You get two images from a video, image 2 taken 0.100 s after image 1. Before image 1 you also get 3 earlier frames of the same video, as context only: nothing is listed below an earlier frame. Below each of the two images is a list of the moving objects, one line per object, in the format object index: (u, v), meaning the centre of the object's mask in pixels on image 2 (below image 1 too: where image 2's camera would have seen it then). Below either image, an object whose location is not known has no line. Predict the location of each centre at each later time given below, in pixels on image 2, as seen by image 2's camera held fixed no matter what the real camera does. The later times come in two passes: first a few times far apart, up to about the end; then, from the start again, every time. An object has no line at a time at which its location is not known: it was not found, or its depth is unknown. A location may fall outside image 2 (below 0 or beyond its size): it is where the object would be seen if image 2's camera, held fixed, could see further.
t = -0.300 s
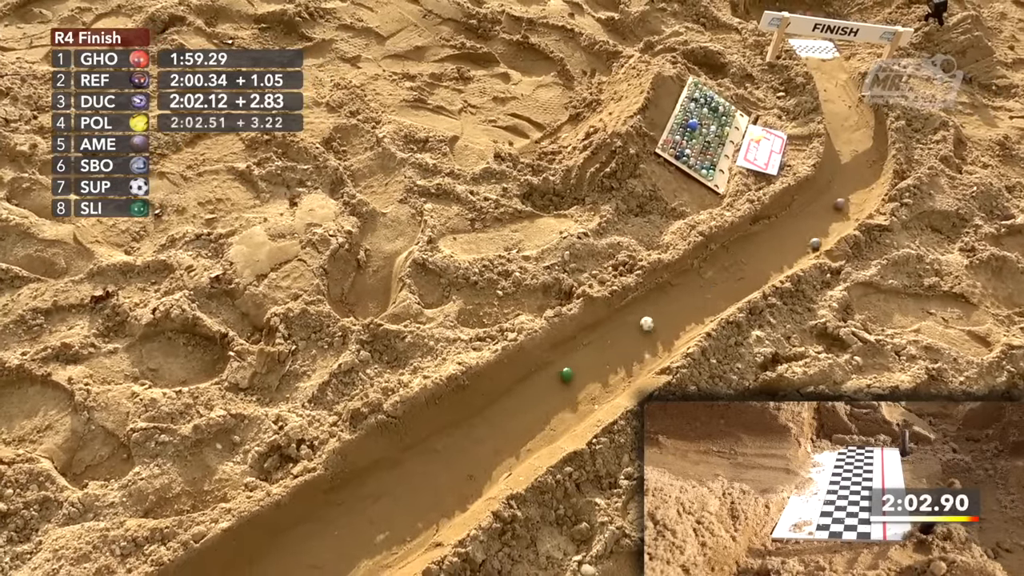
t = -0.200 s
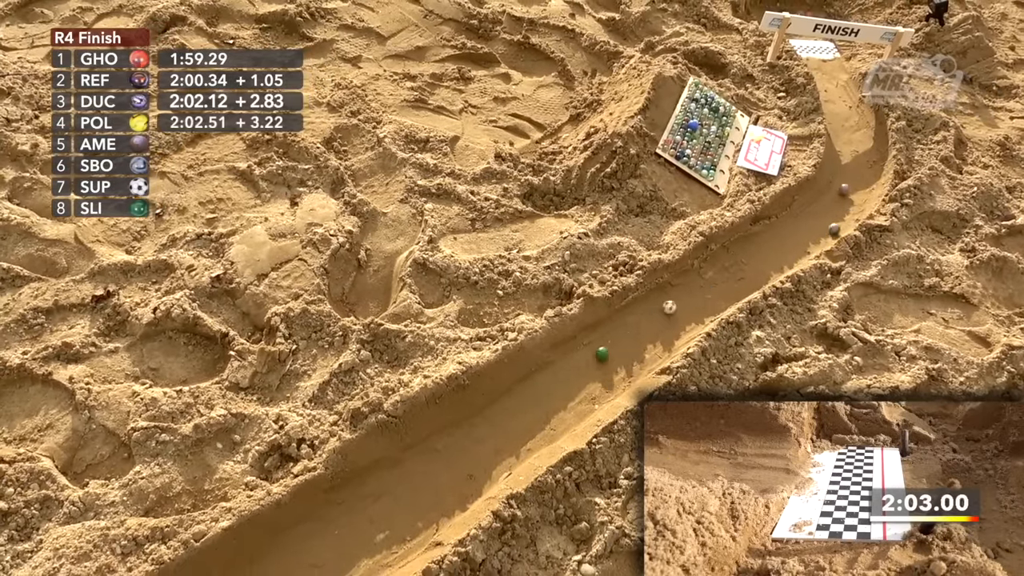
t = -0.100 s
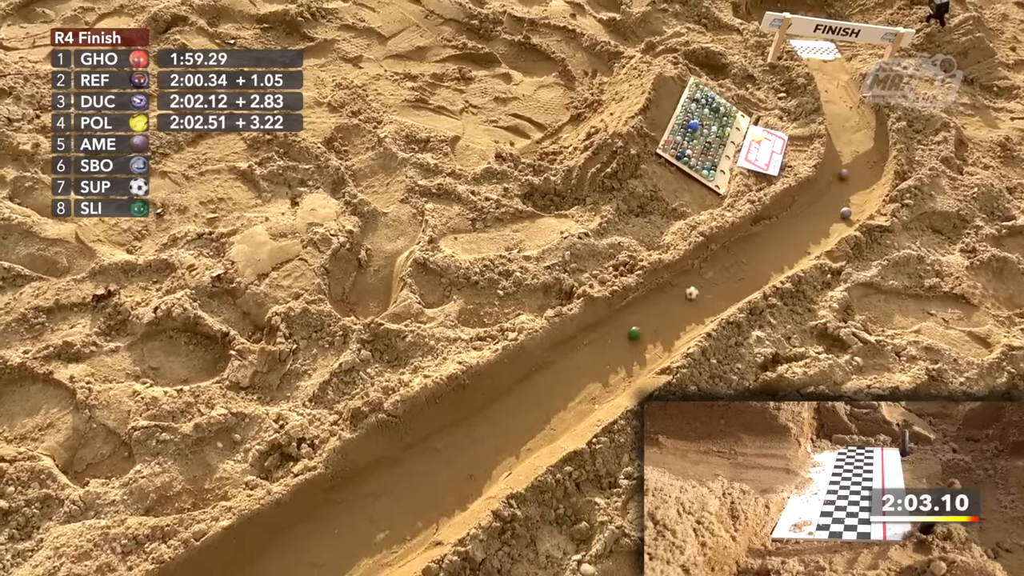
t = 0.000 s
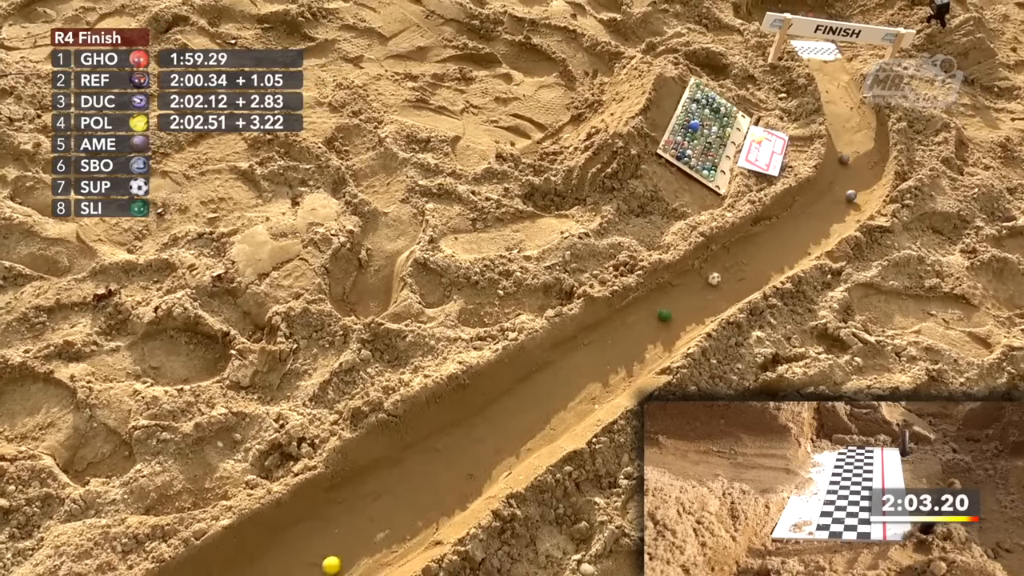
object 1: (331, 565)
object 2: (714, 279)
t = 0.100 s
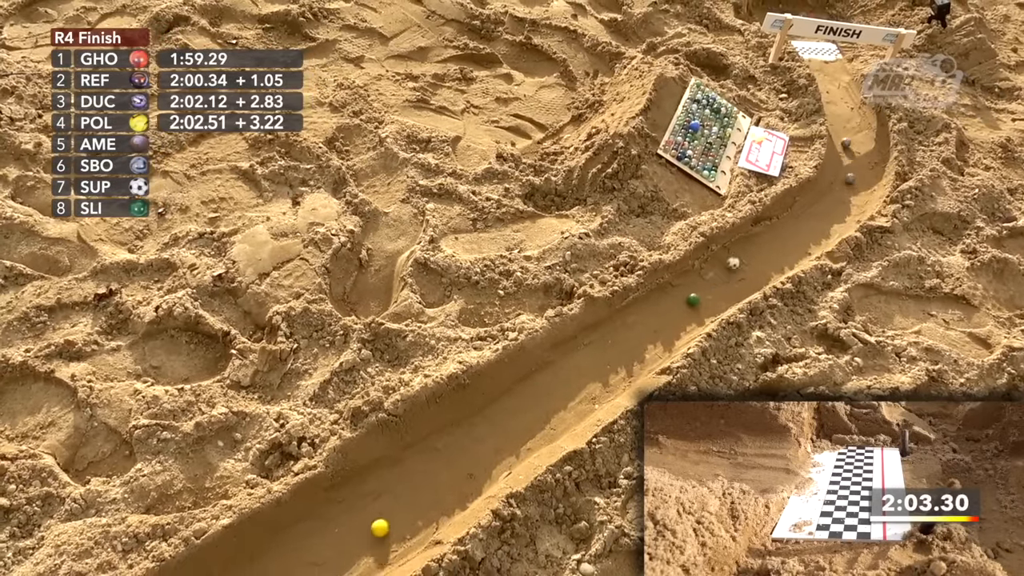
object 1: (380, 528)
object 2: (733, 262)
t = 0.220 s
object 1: (429, 485)
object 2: (755, 252)
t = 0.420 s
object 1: (496, 422)
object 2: (794, 234)
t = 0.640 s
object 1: (573, 366)
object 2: (829, 206)
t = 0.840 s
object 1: (639, 325)
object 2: (844, 176)
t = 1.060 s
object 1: (704, 292)
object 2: (844, 139)
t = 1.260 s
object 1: (755, 263)
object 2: (827, 105)
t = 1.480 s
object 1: (802, 234)
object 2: (817, 75)
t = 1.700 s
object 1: (843, 202)
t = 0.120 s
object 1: (389, 521)
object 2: (736, 260)
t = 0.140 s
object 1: (397, 514)
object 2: (739, 259)
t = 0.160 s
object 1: (406, 507)
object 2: (743, 256)
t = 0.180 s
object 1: (415, 500)
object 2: (747, 255)
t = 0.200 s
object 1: (423, 493)
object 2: (751, 254)
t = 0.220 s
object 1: (429, 485)
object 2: (755, 252)
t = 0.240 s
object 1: (436, 479)
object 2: (759, 250)
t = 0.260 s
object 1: (443, 472)
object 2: (763, 249)
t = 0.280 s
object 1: (450, 466)
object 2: (767, 247)
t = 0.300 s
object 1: (457, 458)
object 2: (771, 245)
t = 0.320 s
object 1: (463, 452)
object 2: (775, 244)
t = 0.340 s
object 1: (469, 445)
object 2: (779, 242)
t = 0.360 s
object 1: (476, 439)
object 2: (783, 240)
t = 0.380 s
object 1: (483, 432)
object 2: (786, 238)
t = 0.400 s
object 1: (490, 427)
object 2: (790, 236)
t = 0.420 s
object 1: (496, 422)
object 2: (794, 234)
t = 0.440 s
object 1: (503, 416)
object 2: (798, 232)
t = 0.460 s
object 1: (510, 410)
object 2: (801, 230)
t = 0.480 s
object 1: (517, 404)
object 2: (805, 227)
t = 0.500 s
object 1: (524, 399)
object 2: (809, 225)
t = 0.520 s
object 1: (530, 395)
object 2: (812, 222)
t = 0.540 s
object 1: (537, 389)
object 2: (815, 220)
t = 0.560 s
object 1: (544, 385)
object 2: (819, 217)
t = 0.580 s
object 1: (552, 380)
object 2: (821, 215)
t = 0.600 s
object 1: (558, 375)
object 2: (824, 212)
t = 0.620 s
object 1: (566, 371)
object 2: (827, 209)
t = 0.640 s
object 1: (573, 366)
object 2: (829, 206)
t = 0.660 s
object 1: (580, 361)
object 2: (831, 204)
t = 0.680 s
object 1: (587, 357)
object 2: (833, 201)
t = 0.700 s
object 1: (593, 353)
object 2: (834, 198)
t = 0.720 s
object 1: (600, 349)
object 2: (835, 195)
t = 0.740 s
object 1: (607, 345)
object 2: (836, 191)
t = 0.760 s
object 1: (614, 340)
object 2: (838, 188)
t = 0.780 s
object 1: (620, 337)
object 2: (840, 185)
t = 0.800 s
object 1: (626, 333)
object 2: (841, 181)
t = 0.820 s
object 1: (633, 329)
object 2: (842, 179)
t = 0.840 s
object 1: (639, 325)
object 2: (844, 176)
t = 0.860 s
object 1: (645, 321)
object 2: (846, 172)
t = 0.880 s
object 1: (651, 318)
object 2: (847, 169)
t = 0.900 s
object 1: (657, 314)
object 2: (848, 166)
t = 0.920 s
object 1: (663, 311)
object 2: (849, 162)
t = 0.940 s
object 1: (669, 308)
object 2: (848, 159)
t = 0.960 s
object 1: (676, 305)
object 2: (848, 156)
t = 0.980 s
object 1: (681, 303)
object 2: (848, 153)
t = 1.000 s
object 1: (686, 300)
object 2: (848, 150)
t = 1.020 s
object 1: (692, 298)
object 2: (846, 145)
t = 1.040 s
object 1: (698, 295)
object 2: (845, 142)
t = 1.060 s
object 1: (704, 292)
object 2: (844, 139)
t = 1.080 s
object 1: (710, 289)
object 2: (842, 135)
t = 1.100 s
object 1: (715, 287)
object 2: (840, 132)
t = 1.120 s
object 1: (720, 283)
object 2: (838, 128)
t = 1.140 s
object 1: (726, 281)
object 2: (836, 124)
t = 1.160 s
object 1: (731, 278)
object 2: (834, 121)
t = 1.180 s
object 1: (737, 276)
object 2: (833, 118)
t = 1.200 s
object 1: (741, 273)
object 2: (831, 115)
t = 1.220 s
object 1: (745, 269)
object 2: (829, 111)
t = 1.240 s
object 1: (750, 266)
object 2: (828, 108)
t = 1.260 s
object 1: (755, 263)
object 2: (827, 105)
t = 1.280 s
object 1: (760, 261)
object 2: (826, 102)
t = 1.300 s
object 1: (764, 258)
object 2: (825, 99)
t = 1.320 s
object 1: (768, 255)
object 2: (824, 95)
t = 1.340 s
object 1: (772, 253)
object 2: (822, 92)
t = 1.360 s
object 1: (777, 250)
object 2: (821, 90)
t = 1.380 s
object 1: (781, 247)
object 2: (820, 87)
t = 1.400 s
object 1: (785, 245)
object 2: (819, 84)
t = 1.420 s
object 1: (789, 242)
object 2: (819, 82)
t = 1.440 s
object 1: (793, 239)
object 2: (819, 80)
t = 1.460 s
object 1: (798, 236)
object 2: (818, 78)
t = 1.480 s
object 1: (802, 234)
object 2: (817, 75)
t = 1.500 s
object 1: (806, 231)
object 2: (816, 73)
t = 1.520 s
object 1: (810, 228)
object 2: (816, 70)
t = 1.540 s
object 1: (814, 225)
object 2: (815, 68)
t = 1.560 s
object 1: (818, 222)
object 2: (816, 66)
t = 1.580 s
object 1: (822, 219)
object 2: (815, 65)
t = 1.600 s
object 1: (825, 217)
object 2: (815, 61)
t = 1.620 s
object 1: (829, 213)
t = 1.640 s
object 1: (832, 211)
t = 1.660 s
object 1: (836, 208)
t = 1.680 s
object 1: (839, 205)
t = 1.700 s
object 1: (843, 202)
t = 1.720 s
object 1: (845, 199)
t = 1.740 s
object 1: (848, 195)
